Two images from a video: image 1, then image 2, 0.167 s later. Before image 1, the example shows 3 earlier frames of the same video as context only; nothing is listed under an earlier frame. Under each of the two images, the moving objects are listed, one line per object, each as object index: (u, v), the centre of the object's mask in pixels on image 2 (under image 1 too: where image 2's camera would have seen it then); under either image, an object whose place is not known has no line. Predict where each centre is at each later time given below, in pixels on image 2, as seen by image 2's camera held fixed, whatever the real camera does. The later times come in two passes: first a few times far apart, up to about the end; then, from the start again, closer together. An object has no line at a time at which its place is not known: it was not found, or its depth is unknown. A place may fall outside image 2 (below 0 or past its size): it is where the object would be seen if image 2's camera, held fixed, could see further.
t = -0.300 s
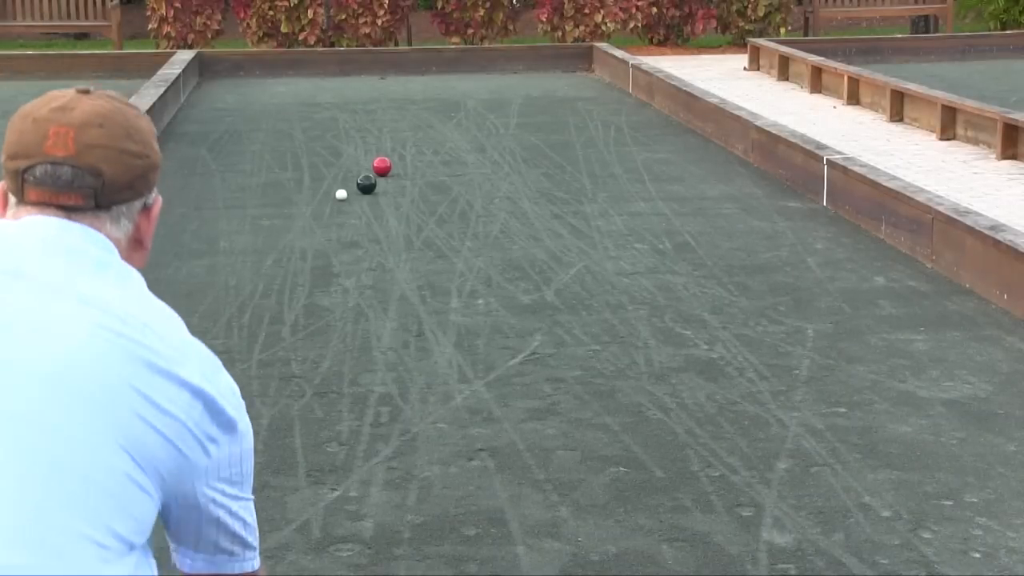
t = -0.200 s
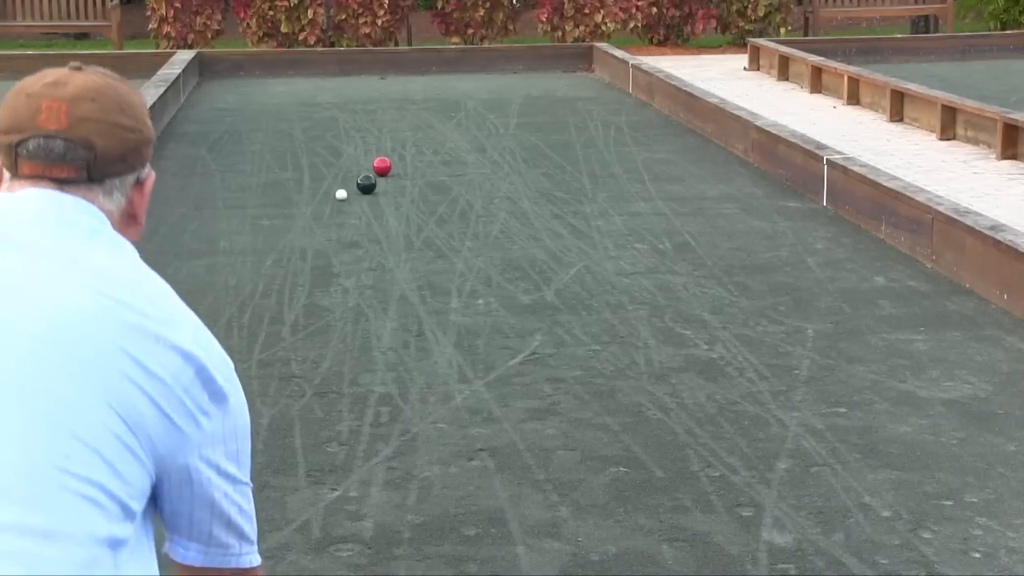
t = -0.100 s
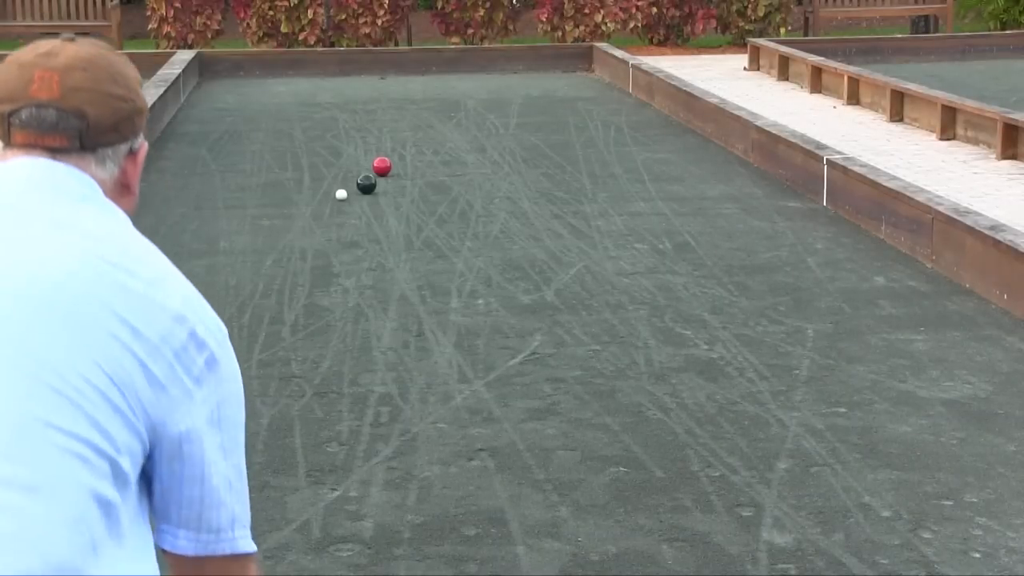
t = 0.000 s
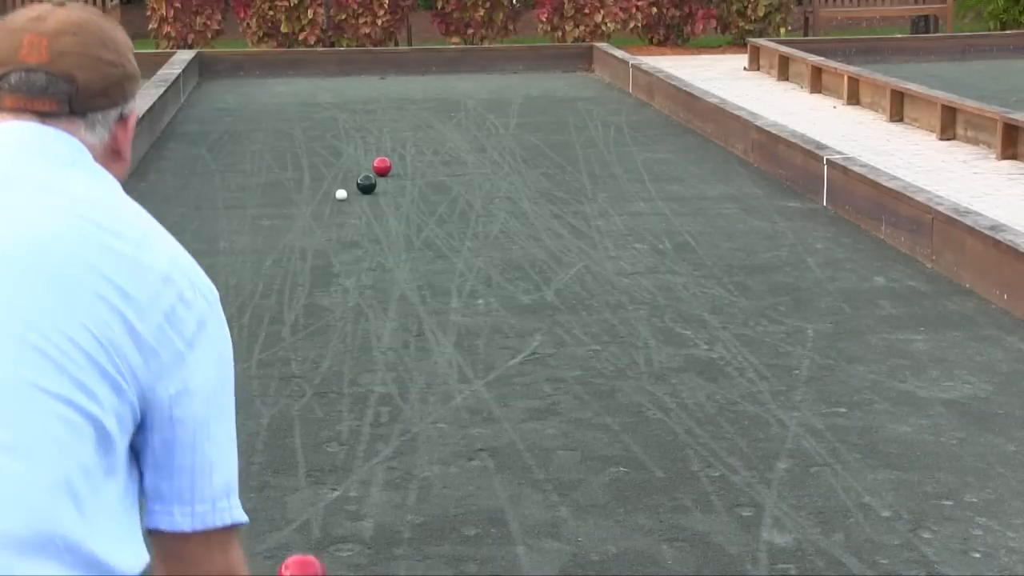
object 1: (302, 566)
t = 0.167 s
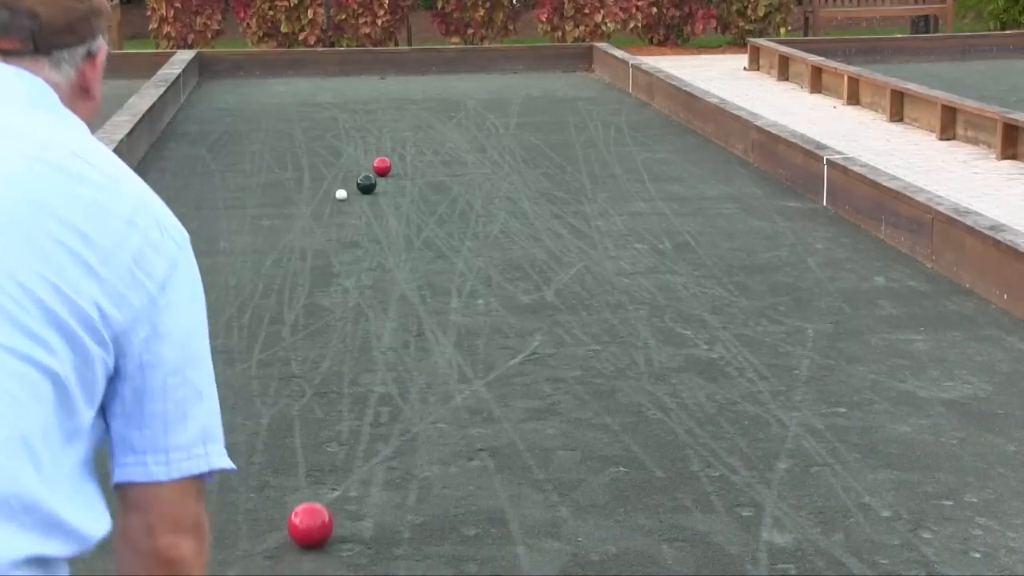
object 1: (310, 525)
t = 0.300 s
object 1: (316, 488)
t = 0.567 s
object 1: (329, 429)
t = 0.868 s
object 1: (346, 378)
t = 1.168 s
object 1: (360, 340)
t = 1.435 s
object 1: (373, 313)
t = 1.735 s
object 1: (386, 287)
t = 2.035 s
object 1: (397, 266)
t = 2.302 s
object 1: (407, 250)
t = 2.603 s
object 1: (416, 235)
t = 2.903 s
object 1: (424, 222)
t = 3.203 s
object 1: (431, 212)
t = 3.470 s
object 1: (436, 203)
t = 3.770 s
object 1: (444, 195)
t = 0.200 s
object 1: (311, 515)
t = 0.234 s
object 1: (313, 506)
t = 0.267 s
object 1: (315, 497)
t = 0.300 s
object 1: (316, 488)
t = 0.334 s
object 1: (318, 480)
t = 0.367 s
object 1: (319, 471)
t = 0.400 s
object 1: (321, 461)
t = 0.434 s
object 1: (322, 456)
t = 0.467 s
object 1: (324, 448)
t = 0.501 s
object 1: (326, 440)
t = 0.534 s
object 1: (327, 435)
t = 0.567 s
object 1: (329, 429)
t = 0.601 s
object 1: (331, 422)
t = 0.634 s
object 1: (333, 416)
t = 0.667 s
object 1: (335, 411)
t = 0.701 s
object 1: (337, 405)
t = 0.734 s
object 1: (338, 399)
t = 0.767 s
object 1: (340, 393)
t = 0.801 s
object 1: (342, 389)
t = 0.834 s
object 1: (344, 382)
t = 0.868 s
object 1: (346, 378)
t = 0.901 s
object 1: (348, 373)
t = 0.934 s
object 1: (349, 369)
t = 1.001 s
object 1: (353, 360)
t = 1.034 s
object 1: (354, 356)
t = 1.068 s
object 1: (356, 352)
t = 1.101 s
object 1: (357, 347)
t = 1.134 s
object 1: (359, 344)
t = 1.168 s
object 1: (360, 340)
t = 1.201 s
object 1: (362, 336)
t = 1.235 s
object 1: (363, 333)
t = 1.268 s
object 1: (365, 329)
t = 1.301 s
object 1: (366, 325)
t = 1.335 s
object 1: (368, 323)
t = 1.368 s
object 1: (369, 319)
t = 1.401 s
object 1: (371, 316)
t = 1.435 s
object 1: (373, 313)
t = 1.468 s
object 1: (374, 310)
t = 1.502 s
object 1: (375, 306)
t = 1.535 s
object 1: (377, 303)
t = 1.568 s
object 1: (379, 301)
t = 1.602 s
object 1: (380, 298)
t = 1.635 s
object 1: (381, 295)
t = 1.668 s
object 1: (383, 293)
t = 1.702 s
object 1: (384, 290)
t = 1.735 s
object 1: (386, 287)
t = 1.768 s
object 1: (387, 285)
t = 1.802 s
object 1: (388, 282)
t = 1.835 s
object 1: (390, 280)
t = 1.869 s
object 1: (391, 277)
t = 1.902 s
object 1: (392, 275)
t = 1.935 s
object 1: (393, 273)
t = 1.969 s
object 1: (395, 270)
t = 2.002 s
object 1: (396, 269)
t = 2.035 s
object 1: (397, 266)
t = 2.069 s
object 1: (399, 264)
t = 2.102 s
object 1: (400, 262)
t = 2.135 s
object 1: (401, 260)
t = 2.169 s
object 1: (402, 258)
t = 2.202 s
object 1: (404, 256)
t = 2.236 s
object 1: (405, 254)
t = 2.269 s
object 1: (406, 252)
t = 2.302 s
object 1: (407, 250)
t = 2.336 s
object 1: (408, 249)
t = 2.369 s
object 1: (408, 247)
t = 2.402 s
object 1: (409, 245)
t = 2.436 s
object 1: (410, 243)
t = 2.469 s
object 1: (411, 242)
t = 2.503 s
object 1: (413, 240)
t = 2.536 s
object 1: (414, 239)
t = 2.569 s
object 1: (415, 237)
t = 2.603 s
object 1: (416, 235)
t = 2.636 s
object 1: (417, 234)
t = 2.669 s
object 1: (418, 232)
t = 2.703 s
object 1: (419, 231)
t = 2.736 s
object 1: (420, 229)
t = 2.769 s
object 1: (421, 228)
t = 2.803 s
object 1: (422, 227)
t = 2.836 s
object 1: (423, 225)
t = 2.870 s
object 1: (423, 224)
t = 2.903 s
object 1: (424, 222)
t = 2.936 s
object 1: (425, 221)
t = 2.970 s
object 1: (426, 220)
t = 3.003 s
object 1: (427, 219)
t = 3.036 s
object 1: (427, 218)
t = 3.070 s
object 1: (428, 216)
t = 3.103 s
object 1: (429, 215)
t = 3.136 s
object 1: (430, 214)
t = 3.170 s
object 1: (430, 213)
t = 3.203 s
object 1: (431, 212)
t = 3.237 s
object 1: (431, 211)
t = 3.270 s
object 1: (432, 209)
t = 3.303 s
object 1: (432, 208)
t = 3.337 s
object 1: (433, 207)
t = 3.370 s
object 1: (434, 206)
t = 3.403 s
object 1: (435, 205)
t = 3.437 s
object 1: (435, 204)
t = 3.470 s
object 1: (436, 203)
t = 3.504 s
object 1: (437, 202)
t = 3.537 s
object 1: (437, 201)
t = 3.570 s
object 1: (438, 200)
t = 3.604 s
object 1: (439, 199)
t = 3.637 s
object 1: (440, 199)
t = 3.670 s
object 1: (441, 198)
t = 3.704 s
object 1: (442, 197)
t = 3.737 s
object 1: (443, 196)
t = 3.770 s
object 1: (444, 195)
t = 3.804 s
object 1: (445, 194)
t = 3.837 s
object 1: (446, 193)
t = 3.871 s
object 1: (447, 193)
